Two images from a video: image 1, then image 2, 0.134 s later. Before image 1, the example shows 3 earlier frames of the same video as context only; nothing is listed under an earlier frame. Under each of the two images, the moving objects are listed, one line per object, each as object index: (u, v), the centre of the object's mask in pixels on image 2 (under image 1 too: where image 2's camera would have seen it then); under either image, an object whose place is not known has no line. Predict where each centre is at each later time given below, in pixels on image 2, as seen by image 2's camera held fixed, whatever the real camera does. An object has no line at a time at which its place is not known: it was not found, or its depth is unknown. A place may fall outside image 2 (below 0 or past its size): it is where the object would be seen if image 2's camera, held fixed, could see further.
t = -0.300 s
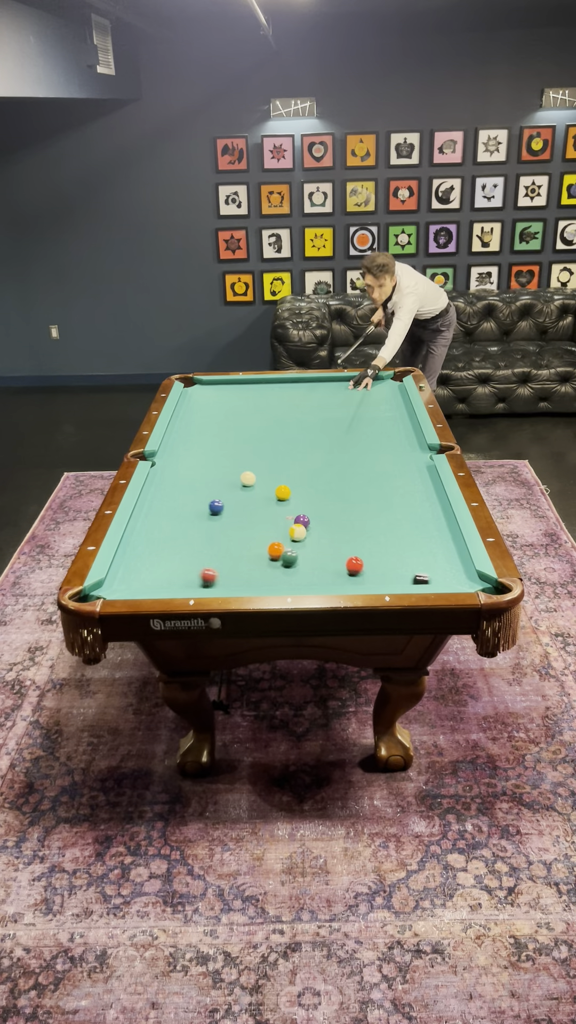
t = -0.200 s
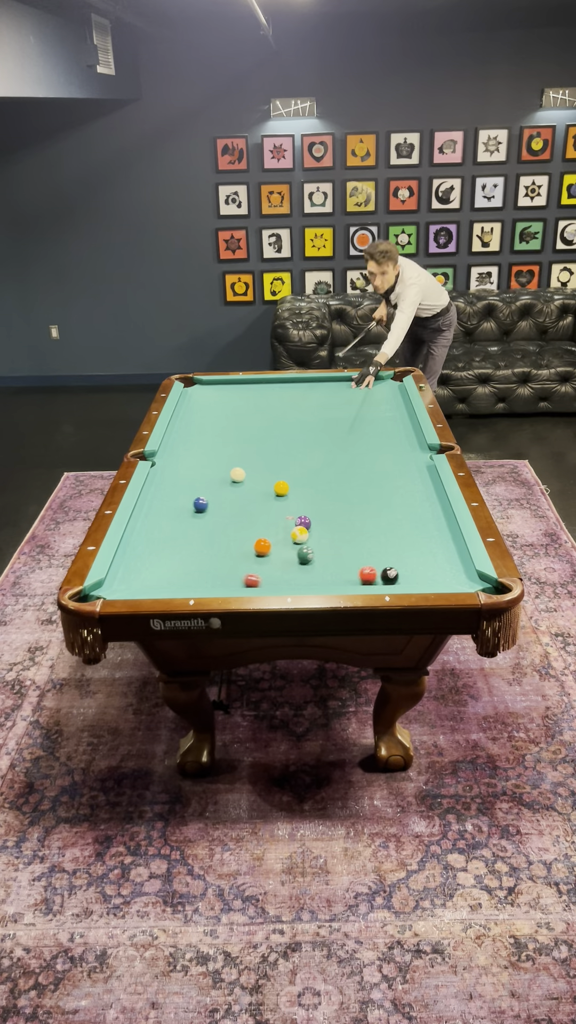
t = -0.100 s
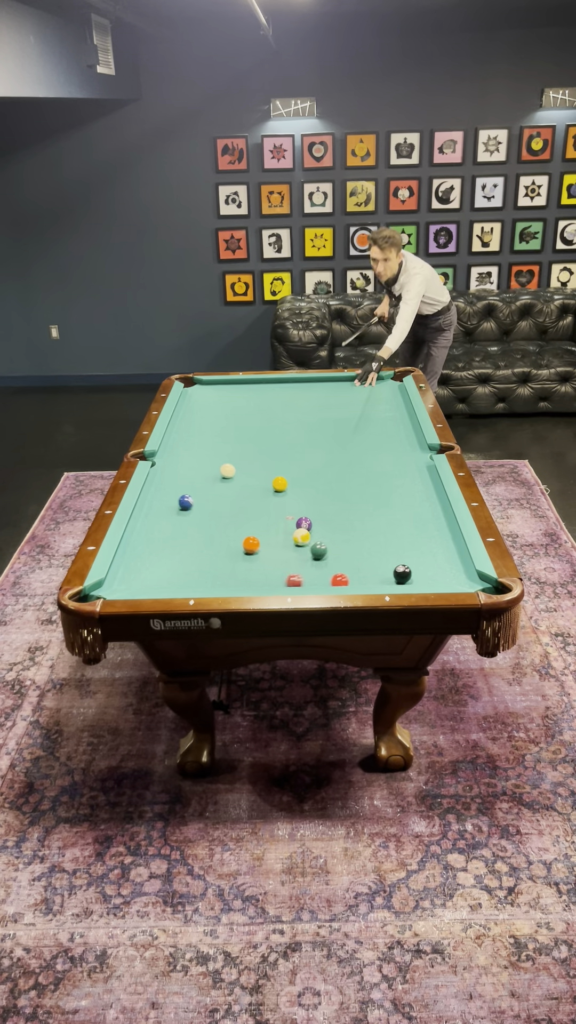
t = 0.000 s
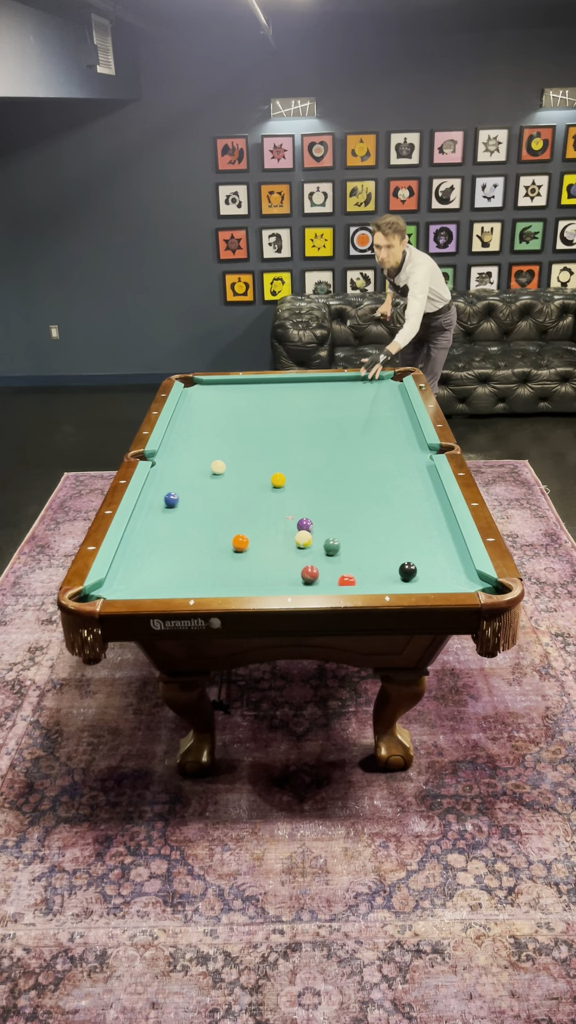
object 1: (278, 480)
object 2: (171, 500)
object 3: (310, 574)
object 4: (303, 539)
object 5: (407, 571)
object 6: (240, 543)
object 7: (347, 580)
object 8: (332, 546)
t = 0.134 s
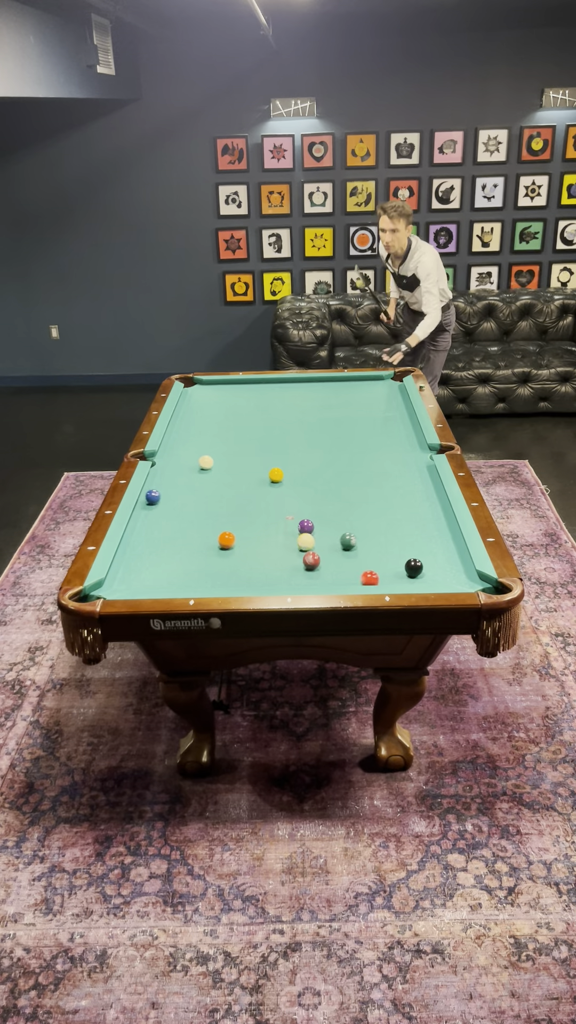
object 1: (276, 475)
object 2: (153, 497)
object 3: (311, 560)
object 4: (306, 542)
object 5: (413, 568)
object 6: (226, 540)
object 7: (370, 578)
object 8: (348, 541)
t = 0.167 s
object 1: (275, 474)
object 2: (148, 497)
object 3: (313, 558)
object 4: (306, 542)
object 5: (415, 567)
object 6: (223, 539)
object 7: (375, 577)
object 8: (352, 540)
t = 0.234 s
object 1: (274, 471)
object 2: (150, 495)
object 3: (315, 552)
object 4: (305, 542)
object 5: (418, 565)
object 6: (216, 538)
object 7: (384, 577)
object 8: (360, 537)
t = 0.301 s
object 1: (274, 469)
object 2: (156, 494)
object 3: (322, 550)
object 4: (304, 541)
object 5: (420, 564)
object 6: (210, 537)
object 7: (394, 575)
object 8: (368, 535)
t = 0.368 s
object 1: (273, 467)
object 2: (162, 493)
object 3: (328, 548)
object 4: (302, 539)
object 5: (423, 562)
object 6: (204, 536)
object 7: (404, 574)
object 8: (375, 532)
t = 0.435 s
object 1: (272, 465)
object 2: (168, 491)
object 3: (335, 545)
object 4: (300, 537)
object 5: (426, 560)
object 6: (198, 535)
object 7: (413, 573)
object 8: (383, 530)
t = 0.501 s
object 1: (271, 463)
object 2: (173, 490)
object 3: (341, 543)
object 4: (297, 535)
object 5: (429, 557)
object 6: (192, 533)
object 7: (422, 571)
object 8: (389, 528)
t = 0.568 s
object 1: (270, 460)
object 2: (178, 489)
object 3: (347, 541)
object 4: (294, 535)
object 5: (430, 555)
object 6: (186, 532)
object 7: (431, 570)
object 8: (396, 525)
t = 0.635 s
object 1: (269, 458)
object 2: (183, 488)
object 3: (353, 539)
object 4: (290, 534)
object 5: (432, 555)
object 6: (181, 531)
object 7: (440, 568)
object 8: (403, 523)
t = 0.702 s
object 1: (269, 456)
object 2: (188, 486)
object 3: (358, 537)
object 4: (287, 533)
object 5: (434, 555)
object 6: (175, 530)
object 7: (449, 567)
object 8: (410, 521)
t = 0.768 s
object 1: (268, 455)
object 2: (193, 485)
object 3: (364, 535)
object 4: (285, 531)
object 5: (436, 553)
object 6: (170, 529)
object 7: (457, 566)
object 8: (416, 519)
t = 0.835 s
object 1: (267, 453)
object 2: (198, 484)
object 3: (369, 533)
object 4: (282, 530)
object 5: (438, 552)
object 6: (165, 528)
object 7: (464, 564)
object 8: (423, 517)
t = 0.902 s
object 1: (266, 451)
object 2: (202, 483)
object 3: (374, 531)
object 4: (279, 530)
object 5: (439, 551)
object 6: (160, 526)
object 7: (459, 564)
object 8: (429, 515)
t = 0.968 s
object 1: (265, 449)
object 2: (207, 482)
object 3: (379, 530)
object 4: (277, 529)
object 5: (441, 549)
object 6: (155, 525)
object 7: (453, 563)
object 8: (435, 513)
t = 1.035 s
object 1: (264, 447)
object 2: (211, 481)
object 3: (384, 528)
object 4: (274, 528)
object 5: (442, 548)
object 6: (151, 524)
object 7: (449, 562)
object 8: (441, 511)
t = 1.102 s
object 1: (264, 446)
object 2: (215, 480)
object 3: (389, 526)
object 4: (272, 527)
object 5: (444, 546)
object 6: (146, 523)
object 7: (444, 561)
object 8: (444, 510)
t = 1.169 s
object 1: (263, 444)
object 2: (219, 479)
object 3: (393, 524)
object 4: (270, 527)
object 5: (445, 545)
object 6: (142, 522)
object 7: (439, 561)
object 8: (439, 509)
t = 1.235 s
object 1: (262, 443)
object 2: (223, 478)
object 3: (398, 523)
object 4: (268, 526)
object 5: (446, 545)
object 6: (138, 521)
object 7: (435, 560)
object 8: (436, 508)
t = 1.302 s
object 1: (262, 441)
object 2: (227, 477)
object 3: (402, 521)
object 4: (266, 525)
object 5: (447, 544)
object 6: (137, 520)
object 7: (431, 560)
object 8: (432, 507)
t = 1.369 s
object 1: (261, 440)
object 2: (231, 476)
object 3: (406, 520)
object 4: (264, 525)
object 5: (448, 543)
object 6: (140, 519)
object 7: (427, 559)
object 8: (428, 506)
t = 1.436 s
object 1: (261, 438)
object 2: (235, 475)
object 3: (411, 518)
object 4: (263, 524)
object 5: (450, 543)
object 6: (143, 519)
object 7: (423, 558)
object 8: (425, 505)
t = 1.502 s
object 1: (260, 437)
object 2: (238, 474)
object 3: (414, 517)
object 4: (262, 523)
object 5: (451, 542)
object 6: (145, 518)
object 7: (419, 558)
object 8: (422, 504)
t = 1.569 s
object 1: (260, 436)
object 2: (241, 473)
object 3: (418, 515)
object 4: (260, 523)
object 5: (451, 541)
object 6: (148, 517)
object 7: (415, 557)
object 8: (418, 502)
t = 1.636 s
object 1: (259, 434)
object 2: (245, 472)
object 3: (422, 514)
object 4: (258, 522)
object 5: (452, 540)
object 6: (150, 517)
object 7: (412, 556)
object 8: (415, 502)
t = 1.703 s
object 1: (259, 433)
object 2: (248, 471)
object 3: (425, 513)
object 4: (257, 521)
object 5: (453, 540)
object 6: (152, 516)
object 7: (408, 556)
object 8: (412, 502)
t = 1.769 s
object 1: (258, 432)
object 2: (251, 471)
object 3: (429, 511)
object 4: (256, 521)
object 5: (453, 539)
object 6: (154, 515)
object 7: (405, 555)
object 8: (409, 501)
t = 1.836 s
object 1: (258, 431)
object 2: (254, 470)
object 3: (432, 510)
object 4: (255, 520)
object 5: (454, 538)
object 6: (156, 515)
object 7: (402, 555)
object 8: (406, 500)
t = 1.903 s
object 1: (258, 430)
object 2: (257, 469)
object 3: (436, 509)
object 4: (255, 520)
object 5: (454, 538)
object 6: (157, 514)
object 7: (399, 554)
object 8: (404, 500)
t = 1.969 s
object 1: (257, 428)
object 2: (260, 468)
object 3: (439, 508)
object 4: (254, 519)
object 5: (454, 538)
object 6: (159, 513)
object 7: (396, 554)
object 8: (401, 499)
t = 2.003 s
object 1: (257, 428)
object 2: (261, 468)
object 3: (440, 507)
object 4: (254, 519)
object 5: (453, 537)
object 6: (160, 513)
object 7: (395, 553)
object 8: (400, 499)
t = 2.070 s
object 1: (256, 427)
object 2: (264, 467)
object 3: (443, 506)
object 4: (253, 519)
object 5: (453, 537)
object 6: (162, 513)
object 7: (392, 553)
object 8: (397, 498)
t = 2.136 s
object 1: (256, 426)
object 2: (266, 466)
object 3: (441, 504)
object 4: (253, 518)
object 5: (453, 537)
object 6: (163, 512)
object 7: (389, 552)
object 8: (395, 498)
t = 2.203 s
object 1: (256, 425)
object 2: (269, 466)
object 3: (439, 503)
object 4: (252, 518)
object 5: (452, 537)
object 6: (164, 512)
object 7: (387, 552)
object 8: (393, 497)
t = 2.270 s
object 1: (255, 424)
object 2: (271, 465)
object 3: (436, 501)
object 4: (252, 517)
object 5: (452, 537)
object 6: (166, 511)
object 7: (385, 552)
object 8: (390, 496)
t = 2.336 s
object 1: (255, 423)
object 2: (274, 464)
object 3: (434, 500)
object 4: (252, 516)
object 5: (452, 537)
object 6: (167, 511)
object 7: (383, 551)
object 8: (388, 496)
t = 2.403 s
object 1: (255, 422)
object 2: (276, 464)
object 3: (432, 499)
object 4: (251, 516)
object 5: (453, 537)
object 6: (168, 510)
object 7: (381, 551)
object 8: (387, 496)
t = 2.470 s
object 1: (254, 421)
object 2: (278, 463)
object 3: (430, 497)
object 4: (251, 516)
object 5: (453, 537)
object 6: (169, 510)
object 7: (379, 550)
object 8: (385, 495)
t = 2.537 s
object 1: (254, 421)
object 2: (280, 463)
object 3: (429, 496)
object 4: (251, 515)
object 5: (453, 537)
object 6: (170, 510)
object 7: (377, 550)
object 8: (383, 495)
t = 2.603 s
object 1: (254, 420)
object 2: (282, 462)
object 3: (427, 495)
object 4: (251, 515)
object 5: (453, 537)
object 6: (171, 509)
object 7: (376, 550)
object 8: (382, 494)
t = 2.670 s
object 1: (253, 419)
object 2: (284, 462)
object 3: (425, 494)
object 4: (250, 515)
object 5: (453, 537)
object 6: (172, 509)
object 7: (374, 550)
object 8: (380, 494)
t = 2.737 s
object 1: (253, 419)
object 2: (286, 461)
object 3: (423, 493)
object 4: (250, 515)
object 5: (453, 537)
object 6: (173, 509)
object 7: (372, 550)
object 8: (379, 494)
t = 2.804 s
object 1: (253, 418)
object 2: (288, 461)
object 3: (421, 491)
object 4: (250, 515)
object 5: (453, 536)
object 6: (173, 509)
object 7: (371, 549)
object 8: (377, 493)
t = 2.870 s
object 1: (252, 417)
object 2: (289, 460)
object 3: (419, 491)
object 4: (250, 515)
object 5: (453, 537)
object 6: (174, 509)
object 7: (370, 549)
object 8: (376, 493)
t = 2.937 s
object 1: (252, 417)
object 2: (291, 460)
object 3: (417, 490)
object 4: (250, 515)
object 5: (453, 537)
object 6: (174, 509)
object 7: (369, 549)
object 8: (375, 493)
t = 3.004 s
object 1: (252, 416)
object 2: (292, 460)
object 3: (416, 489)
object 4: (250, 515)
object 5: (453, 536)
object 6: (174, 508)
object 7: (368, 549)
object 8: (374, 492)
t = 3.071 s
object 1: (252, 416)
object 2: (294, 459)
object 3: (414, 488)
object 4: (251, 515)
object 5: (453, 537)
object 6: (175, 508)
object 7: (367, 548)
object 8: (374, 492)
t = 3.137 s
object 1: (252, 415)
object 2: (295, 459)
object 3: (413, 487)
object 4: (250, 515)
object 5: (453, 536)
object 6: (174, 508)
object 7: (367, 548)
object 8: (373, 492)
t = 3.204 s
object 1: (252, 415)
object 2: (296, 459)
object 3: (411, 486)
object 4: (251, 515)
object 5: (453, 537)
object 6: (174, 508)
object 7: (366, 548)
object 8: (372, 492)
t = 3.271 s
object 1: (252, 414)
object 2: (298, 458)
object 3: (410, 486)
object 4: (250, 515)
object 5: (453, 536)
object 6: (174, 508)
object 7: (366, 548)
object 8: (371, 491)
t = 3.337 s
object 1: (252, 414)
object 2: (299, 458)
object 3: (408, 485)
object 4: (250, 515)
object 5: (453, 537)
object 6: (174, 508)
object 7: (366, 548)
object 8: (371, 491)
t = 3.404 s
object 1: (252, 413)
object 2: (299, 458)
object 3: (407, 484)
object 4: (250, 515)
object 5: (453, 537)
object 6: (174, 508)
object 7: (366, 547)
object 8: (371, 491)
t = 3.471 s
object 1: (252, 413)
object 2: (300, 458)
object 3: (406, 483)
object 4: (250, 515)
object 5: (453, 537)
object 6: (174, 508)
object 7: (366, 547)
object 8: (371, 491)
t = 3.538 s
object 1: (252, 412)
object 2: (301, 457)
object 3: (405, 483)
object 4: (250, 515)
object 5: (453, 537)
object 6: (174, 509)
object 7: (366, 547)
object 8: (370, 491)
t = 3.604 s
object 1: (252, 412)
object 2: (302, 457)
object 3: (404, 482)
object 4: (251, 515)
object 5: (453, 537)
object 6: (174, 508)
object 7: (366, 547)
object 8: (370, 491)
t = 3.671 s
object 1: (252, 412)
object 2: (303, 457)
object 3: (403, 482)
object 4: (250, 515)
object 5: (453, 537)
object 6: (174, 508)
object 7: (365, 547)
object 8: (370, 491)
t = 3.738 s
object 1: (252, 412)
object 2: (303, 457)
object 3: (403, 481)
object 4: (250, 515)
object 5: (453, 537)
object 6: (174, 508)
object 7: (365, 547)
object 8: (370, 491)
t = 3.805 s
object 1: (252, 411)
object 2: (303, 457)
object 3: (402, 481)
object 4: (250, 515)
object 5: (453, 536)
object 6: (174, 508)
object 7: (365, 547)
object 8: (370, 491)
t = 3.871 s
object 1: (252, 411)
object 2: (304, 457)
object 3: (401, 480)
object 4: (250, 515)
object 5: (453, 537)
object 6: (174, 508)
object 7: (365, 547)
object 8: (370, 491)
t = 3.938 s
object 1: (252, 411)
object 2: (304, 456)
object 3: (401, 480)
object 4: (250, 515)
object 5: (453, 536)
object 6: (174, 508)
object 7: (365, 547)
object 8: (370, 491)
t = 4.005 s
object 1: (252, 411)
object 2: (304, 456)
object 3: (400, 479)
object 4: (250, 515)
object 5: (453, 537)
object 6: (174, 508)
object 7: (365, 547)
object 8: (370, 491)
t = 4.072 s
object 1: (253, 410)
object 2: (304, 456)
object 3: (399, 479)
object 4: (250, 515)
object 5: (453, 537)
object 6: (174, 508)
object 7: (365, 547)
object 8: (370, 491)
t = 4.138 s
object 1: (253, 410)
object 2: (305, 456)
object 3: (399, 479)
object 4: (250, 515)
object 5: (453, 537)
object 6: (174, 508)
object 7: (365, 547)
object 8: (370, 491)
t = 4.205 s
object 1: (253, 410)
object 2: (305, 456)
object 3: (398, 479)
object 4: (250, 515)
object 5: (453, 537)
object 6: (174, 508)
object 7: (365, 547)
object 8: (370, 491)
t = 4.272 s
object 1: (253, 410)
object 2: (305, 456)
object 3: (397, 478)
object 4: (250, 515)
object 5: (453, 537)
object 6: (174, 508)
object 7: (365, 547)
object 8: (370, 491)
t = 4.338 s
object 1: (253, 410)
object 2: (305, 456)
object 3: (397, 478)
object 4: (250, 515)
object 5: (453, 537)
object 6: (174, 508)
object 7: (365, 547)
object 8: (370, 491)
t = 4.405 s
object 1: (253, 410)
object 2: (305, 456)
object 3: (396, 478)
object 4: (250, 515)
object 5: (453, 536)
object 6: (174, 508)
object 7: (365, 547)
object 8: (370, 491)
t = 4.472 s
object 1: (253, 410)
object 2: (305, 456)
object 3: (396, 478)
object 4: (251, 515)
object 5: (453, 536)
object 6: (174, 508)
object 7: (365, 547)
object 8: (370, 491)
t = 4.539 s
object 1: (253, 410)
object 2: (305, 456)
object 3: (396, 478)
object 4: (250, 515)
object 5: (453, 536)
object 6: (174, 508)
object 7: (365, 547)
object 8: (370, 491)
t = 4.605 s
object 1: (253, 410)
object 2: (305, 456)
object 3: (396, 478)
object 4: (250, 515)
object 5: (453, 537)
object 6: (174, 508)
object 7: (365, 547)
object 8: (370, 491)
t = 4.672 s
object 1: (253, 410)
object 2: (305, 456)
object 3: (395, 478)
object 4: (250, 515)
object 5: (453, 537)
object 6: (174, 508)
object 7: (365, 547)
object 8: (370, 491)
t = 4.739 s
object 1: (253, 410)
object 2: (305, 456)
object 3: (396, 478)
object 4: (250, 515)
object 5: (453, 537)
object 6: (174, 508)
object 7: (365, 547)
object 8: (370, 491)
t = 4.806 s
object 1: (253, 410)
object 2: (305, 456)
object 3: (396, 478)
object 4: (250, 515)
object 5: (453, 537)
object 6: (174, 508)
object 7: (365, 547)
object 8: (370, 491)
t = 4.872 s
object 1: (253, 410)
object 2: (305, 456)
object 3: (396, 478)
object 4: (251, 515)
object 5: (453, 537)
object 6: (174, 508)
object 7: (365, 547)
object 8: (370, 491)
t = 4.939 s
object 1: (253, 410)
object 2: (305, 456)
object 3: (396, 478)
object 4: (251, 515)
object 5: (453, 537)
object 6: (174, 508)
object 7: (365, 547)
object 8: (370, 491)
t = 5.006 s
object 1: (253, 410)
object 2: (305, 456)
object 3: (396, 478)
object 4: (251, 515)
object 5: (453, 537)
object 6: (174, 508)
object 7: (365, 547)
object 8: (370, 491)
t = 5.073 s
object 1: (253, 410)
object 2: (305, 456)
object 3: (396, 478)
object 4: (250, 515)
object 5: (453, 537)
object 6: (174, 508)
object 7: (365, 547)
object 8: (370, 491)
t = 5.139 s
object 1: (253, 410)
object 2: (305, 456)
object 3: (396, 478)
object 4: (250, 515)
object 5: (453, 537)
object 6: (174, 508)
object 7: (365, 547)
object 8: (370, 491)
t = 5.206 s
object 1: (253, 410)
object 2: (305, 456)
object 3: (396, 478)
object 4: (251, 515)
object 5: (453, 537)
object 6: (174, 508)
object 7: (365, 547)
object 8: (370, 491)
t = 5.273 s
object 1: (253, 410)
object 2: (305, 456)
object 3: (396, 478)
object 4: (250, 515)
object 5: (453, 537)
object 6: (174, 508)
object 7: (365, 547)
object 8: (370, 491)
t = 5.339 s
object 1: (253, 410)
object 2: (304, 456)
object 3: (396, 478)
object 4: (250, 515)
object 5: (453, 536)
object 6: (174, 508)
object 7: (365, 547)
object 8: (370, 491)
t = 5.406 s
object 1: (253, 410)
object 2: (304, 456)
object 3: (396, 478)
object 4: (251, 515)
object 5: (453, 537)
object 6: (174, 508)
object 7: (365, 547)
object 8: (370, 491)
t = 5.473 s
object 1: (253, 410)
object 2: (304, 456)
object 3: (396, 478)
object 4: (250, 515)
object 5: (453, 537)
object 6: (174, 508)
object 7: (365, 547)
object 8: (370, 491)
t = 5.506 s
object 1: (253, 410)
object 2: (304, 456)
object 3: (396, 478)
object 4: (250, 515)
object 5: (453, 537)
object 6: (174, 508)
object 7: (365, 547)
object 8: (370, 491)
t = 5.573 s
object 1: (253, 410)
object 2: (305, 456)
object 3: (396, 478)
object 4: (251, 515)
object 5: (453, 537)
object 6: (174, 508)
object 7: (365, 547)
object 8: (370, 491)
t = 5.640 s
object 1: (253, 410)
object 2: (304, 456)
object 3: (396, 478)
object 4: (251, 515)
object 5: (453, 537)
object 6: (174, 508)
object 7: (365, 547)
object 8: (370, 491)
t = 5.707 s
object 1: (253, 410)
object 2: (304, 456)
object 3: (396, 478)
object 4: (250, 515)
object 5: (453, 537)
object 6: (174, 508)
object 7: (365, 547)
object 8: (370, 491)
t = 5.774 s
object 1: (253, 410)
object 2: (304, 456)
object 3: (396, 478)
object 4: (251, 515)
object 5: (453, 537)
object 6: (174, 508)
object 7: (365, 547)
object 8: (370, 491)
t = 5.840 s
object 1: (253, 410)
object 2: (304, 456)
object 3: (396, 478)
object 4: (251, 515)
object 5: (453, 537)
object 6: (174, 508)
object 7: (365, 547)
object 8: (370, 491)
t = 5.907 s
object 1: (253, 410)
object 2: (304, 456)
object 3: (396, 478)
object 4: (251, 515)
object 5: (453, 537)
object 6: (174, 508)
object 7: (365, 547)
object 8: (370, 491)
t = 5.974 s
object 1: (253, 410)
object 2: (304, 456)
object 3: (396, 478)
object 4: (251, 515)
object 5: (453, 537)
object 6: (174, 508)
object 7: (365, 547)
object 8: (370, 491)
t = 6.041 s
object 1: (253, 410)
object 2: (304, 456)
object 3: (396, 478)
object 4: (251, 515)
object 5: (453, 536)
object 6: (174, 508)
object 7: (365, 547)
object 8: (370, 491)
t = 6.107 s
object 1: (253, 410)
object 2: (304, 456)
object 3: (396, 478)
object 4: (251, 515)
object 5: (453, 536)
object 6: (174, 508)
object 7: (365, 547)
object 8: (370, 491)
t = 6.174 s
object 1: (253, 410)
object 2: (304, 456)
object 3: (396, 478)
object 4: (251, 515)
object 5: (453, 536)
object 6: (174, 508)
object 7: (365, 547)
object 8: (370, 491)
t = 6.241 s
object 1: (253, 410)
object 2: (304, 456)
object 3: (396, 478)
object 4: (251, 515)
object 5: (453, 536)
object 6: (174, 508)
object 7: (365, 547)
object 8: (370, 491)
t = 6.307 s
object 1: (253, 410)
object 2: (305, 456)
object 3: (396, 478)
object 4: (251, 515)
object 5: (453, 536)
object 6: (174, 508)
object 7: (365, 547)
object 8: (370, 491)
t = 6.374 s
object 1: (253, 410)
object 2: (305, 456)
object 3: (396, 478)
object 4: (251, 515)
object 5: (453, 536)
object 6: (174, 508)
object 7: (365, 547)
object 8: (370, 491)
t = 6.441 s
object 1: (253, 410)
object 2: (304, 456)
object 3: (396, 478)
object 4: (251, 515)
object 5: (453, 536)
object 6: (174, 508)
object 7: (365, 547)
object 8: (370, 491)
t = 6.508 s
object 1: (253, 410)
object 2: (304, 456)
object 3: (396, 478)
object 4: (251, 515)
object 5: (453, 537)
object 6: (174, 508)
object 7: (365, 547)
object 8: (370, 491)
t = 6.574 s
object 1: (253, 410)
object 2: (304, 456)
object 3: (396, 478)
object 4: (251, 515)
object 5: (453, 536)
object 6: (174, 508)
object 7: (365, 547)
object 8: (370, 491)
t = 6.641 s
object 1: (253, 410)
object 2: (304, 456)
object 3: (396, 478)
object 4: (251, 515)
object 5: (453, 536)
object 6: (174, 508)
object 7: (365, 547)
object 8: (370, 491)
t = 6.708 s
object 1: (253, 410)
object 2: (304, 456)
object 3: (396, 478)
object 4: (251, 515)
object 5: (453, 537)
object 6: (174, 508)
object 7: (365, 547)
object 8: (370, 491)
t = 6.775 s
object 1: (253, 410)
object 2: (304, 456)
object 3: (396, 478)
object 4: (251, 515)
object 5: (453, 536)
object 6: (174, 508)
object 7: (365, 547)
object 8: (370, 491)
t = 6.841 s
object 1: (253, 410)
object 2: (305, 456)
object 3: (396, 478)
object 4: (251, 515)
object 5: (453, 536)
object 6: (174, 508)
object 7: (365, 547)
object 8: (370, 491)
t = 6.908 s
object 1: (253, 410)
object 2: (304, 456)
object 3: (396, 478)
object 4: (251, 515)
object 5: (453, 537)
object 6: (174, 508)
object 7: (365, 547)
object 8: (370, 491)
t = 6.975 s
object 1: (253, 410)
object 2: (305, 456)
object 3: (396, 478)
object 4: (251, 515)
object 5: (453, 536)
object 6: (174, 508)
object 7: (365, 547)
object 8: (370, 491)
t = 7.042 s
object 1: (253, 410)
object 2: (304, 456)
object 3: (396, 478)
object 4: (251, 515)
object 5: (453, 536)
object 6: (174, 508)
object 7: (365, 547)
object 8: (370, 491)
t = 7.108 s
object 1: (253, 410)
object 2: (305, 456)
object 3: (396, 478)
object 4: (251, 515)
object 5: (453, 536)
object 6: (174, 508)
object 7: (365, 547)
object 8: (370, 491)
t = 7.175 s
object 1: (253, 410)
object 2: (304, 456)
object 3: (396, 478)
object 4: (251, 515)
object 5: (453, 536)
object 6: (174, 508)
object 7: (365, 547)
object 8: (370, 491)
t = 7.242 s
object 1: (253, 410)
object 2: (304, 456)
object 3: (396, 478)
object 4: (251, 515)
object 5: (453, 536)
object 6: (174, 508)
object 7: (365, 547)
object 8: (370, 491)
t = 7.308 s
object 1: (253, 410)
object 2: (304, 456)
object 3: (396, 478)
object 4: (250, 515)
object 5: (453, 536)
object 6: (174, 508)
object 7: (365, 547)
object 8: (370, 491)
